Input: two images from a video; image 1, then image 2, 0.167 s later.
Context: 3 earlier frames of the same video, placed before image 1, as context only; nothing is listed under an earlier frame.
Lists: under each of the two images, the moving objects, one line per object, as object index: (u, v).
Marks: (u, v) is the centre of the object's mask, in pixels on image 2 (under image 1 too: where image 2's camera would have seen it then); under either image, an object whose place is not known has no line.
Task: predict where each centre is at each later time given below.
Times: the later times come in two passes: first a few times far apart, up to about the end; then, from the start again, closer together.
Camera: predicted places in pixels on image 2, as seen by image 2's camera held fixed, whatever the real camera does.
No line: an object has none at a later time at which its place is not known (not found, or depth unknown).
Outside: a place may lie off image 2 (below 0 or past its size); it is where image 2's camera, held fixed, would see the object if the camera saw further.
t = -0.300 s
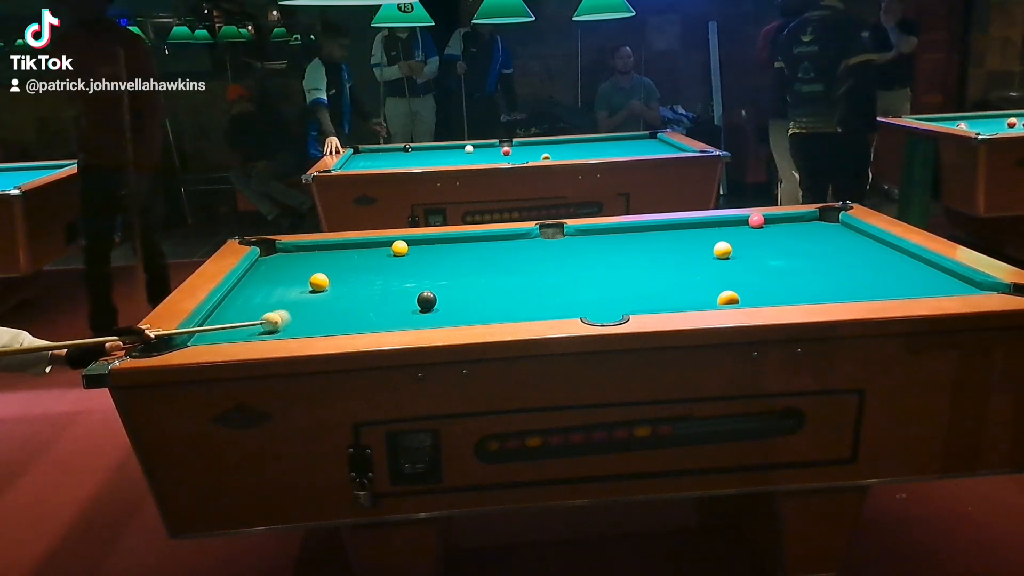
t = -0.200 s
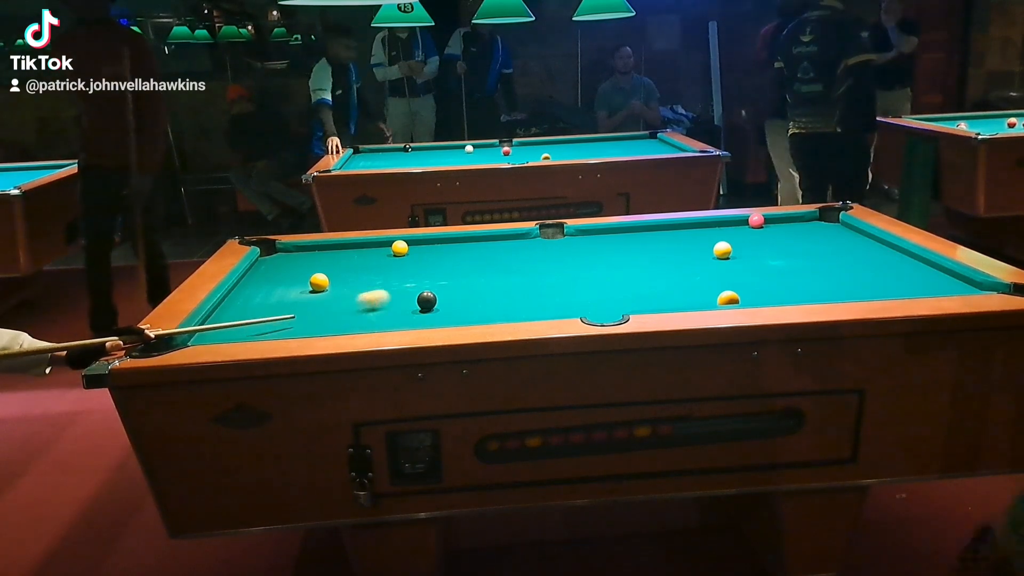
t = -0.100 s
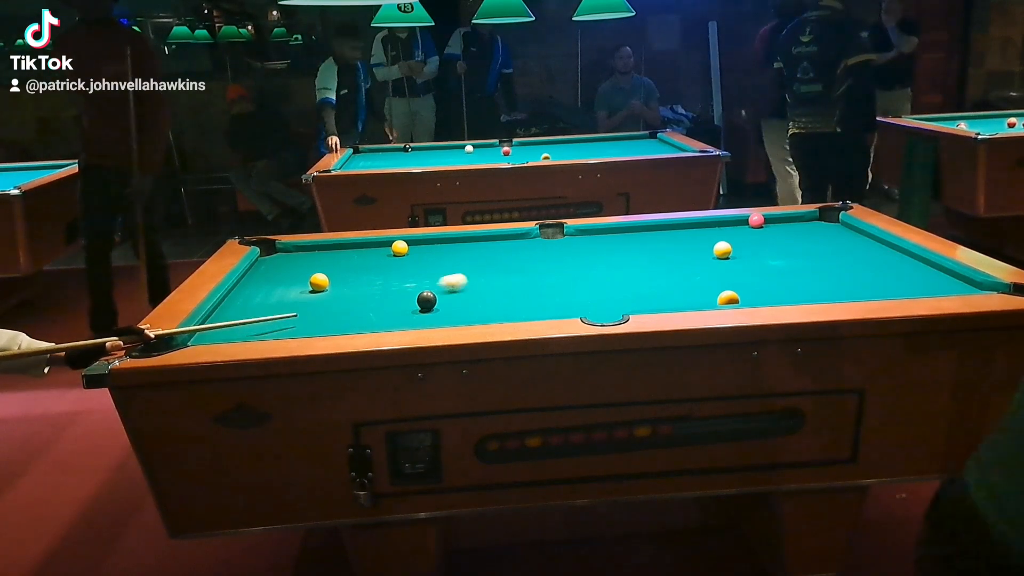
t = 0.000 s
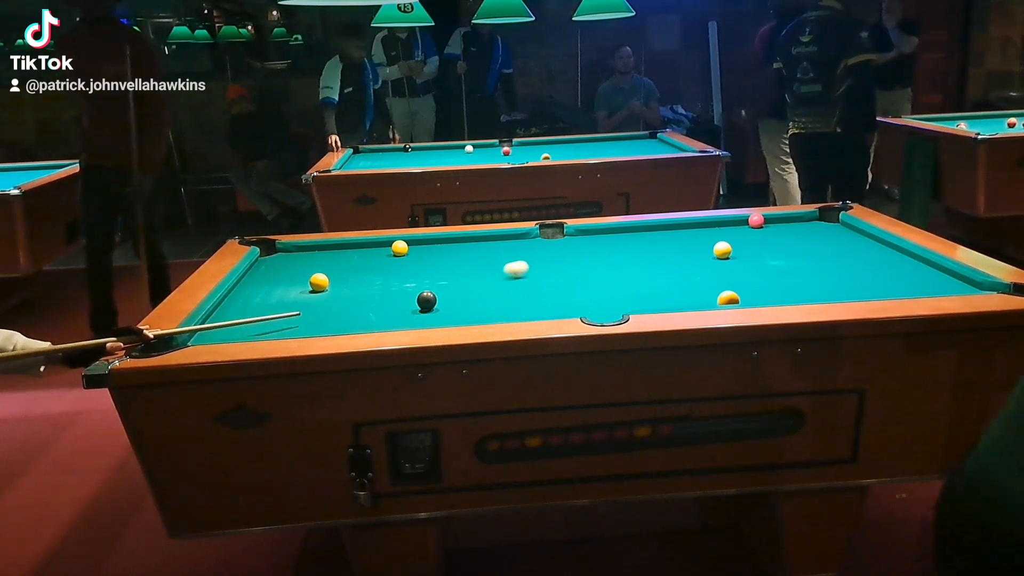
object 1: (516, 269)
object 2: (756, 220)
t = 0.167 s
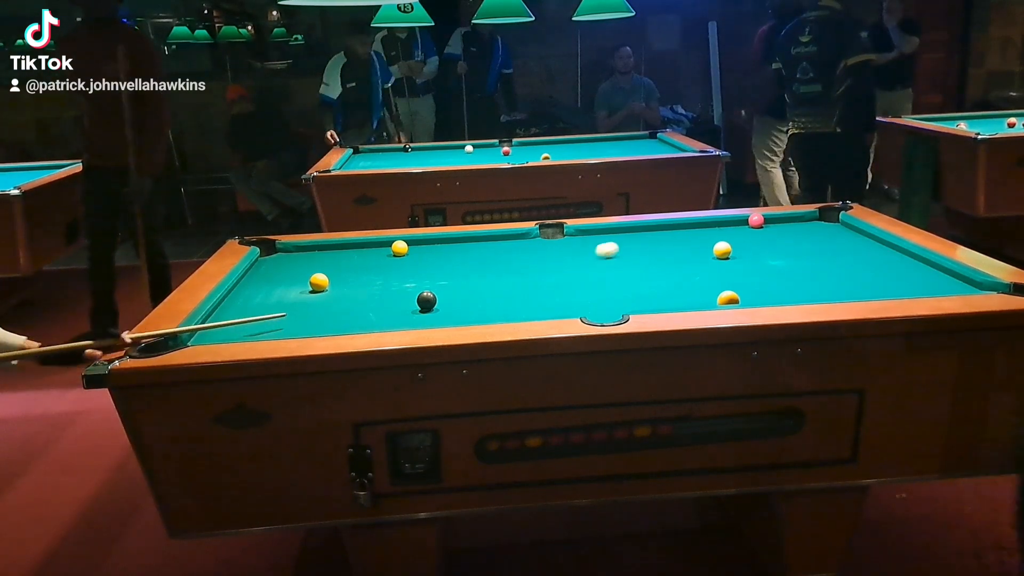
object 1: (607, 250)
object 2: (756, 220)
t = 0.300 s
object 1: (672, 236)
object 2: (756, 220)
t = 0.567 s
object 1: (746, 226)
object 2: (798, 218)
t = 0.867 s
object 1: (787, 236)
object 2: (831, 215)
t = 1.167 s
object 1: (831, 246)
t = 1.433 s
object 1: (873, 256)
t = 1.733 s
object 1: (923, 266)
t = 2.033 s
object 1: (950, 278)
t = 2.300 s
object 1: (958, 285)
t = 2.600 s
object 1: (953, 286)
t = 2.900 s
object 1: (936, 284)
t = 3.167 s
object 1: (925, 281)
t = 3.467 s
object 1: (915, 277)
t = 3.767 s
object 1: (909, 274)
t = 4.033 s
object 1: (905, 273)
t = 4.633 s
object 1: (901, 273)
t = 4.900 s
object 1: (902, 273)
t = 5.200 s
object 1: (902, 273)
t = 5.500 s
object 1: (902, 273)
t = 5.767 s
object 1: (902, 273)
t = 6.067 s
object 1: (901, 273)
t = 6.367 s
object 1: (901, 273)
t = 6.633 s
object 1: (901, 273)
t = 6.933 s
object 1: (901, 272)
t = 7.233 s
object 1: (901, 272)
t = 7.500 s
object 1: (901, 272)
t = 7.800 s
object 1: (901, 272)
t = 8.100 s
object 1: (901, 272)
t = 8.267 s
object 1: (901, 272)
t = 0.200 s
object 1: (624, 246)
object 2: (756, 220)
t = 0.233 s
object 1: (640, 243)
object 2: (756, 220)
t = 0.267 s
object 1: (656, 240)
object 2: (756, 220)
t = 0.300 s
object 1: (672, 236)
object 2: (756, 220)
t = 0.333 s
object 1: (687, 233)
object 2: (756, 220)
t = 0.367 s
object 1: (702, 230)
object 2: (756, 220)
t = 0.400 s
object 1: (716, 227)
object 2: (756, 220)
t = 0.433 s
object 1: (730, 224)
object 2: (756, 220)
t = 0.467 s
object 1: (740, 222)
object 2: (759, 220)
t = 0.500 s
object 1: (741, 223)
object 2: (773, 219)
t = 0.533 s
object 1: (743, 224)
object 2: (786, 218)
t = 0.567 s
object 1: (746, 226)
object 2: (798, 218)
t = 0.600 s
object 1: (749, 227)
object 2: (808, 217)
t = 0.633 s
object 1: (754, 228)
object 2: (818, 216)
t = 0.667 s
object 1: (758, 229)
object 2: (829, 216)
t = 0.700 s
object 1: (763, 230)
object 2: (829, 214)
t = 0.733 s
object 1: (768, 232)
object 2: (826, 214)
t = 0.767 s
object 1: (772, 233)
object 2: (825, 214)
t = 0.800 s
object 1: (777, 234)
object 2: (828, 215)
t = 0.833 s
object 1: (782, 235)
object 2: (831, 215)
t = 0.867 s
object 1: (787, 236)
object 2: (831, 215)
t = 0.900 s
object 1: (792, 237)
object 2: (831, 216)
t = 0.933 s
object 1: (796, 238)
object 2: (830, 217)
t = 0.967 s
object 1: (801, 239)
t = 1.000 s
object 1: (806, 240)
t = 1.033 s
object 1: (811, 242)
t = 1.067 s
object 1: (817, 243)
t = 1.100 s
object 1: (821, 244)
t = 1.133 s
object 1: (826, 245)
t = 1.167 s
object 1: (831, 246)
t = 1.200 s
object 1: (837, 247)
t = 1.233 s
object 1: (842, 249)
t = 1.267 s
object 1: (847, 250)
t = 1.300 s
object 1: (852, 251)
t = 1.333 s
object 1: (858, 252)
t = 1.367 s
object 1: (863, 253)
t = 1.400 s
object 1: (868, 254)
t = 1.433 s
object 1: (873, 256)
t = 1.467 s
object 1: (879, 257)
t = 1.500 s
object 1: (884, 258)
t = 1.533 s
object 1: (890, 259)
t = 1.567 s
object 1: (895, 260)
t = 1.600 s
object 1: (901, 262)
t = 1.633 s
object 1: (906, 263)
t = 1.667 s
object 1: (912, 264)
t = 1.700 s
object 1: (917, 265)
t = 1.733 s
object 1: (923, 266)
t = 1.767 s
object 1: (928, 268)
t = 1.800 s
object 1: (934, 269)
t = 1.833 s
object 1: (940, 271)
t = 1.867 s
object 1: (946, 272)
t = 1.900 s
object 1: (947, 273)
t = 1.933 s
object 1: (948, 274)
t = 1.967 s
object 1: (948, 275)
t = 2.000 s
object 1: (949, 277)
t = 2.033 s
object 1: (950, 278)
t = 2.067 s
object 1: (951, 279)
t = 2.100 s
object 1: (952, 281)
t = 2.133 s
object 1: (953, 282)
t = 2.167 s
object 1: (954, 282)
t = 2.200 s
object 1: (955, 283)
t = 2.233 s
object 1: (956, 284)
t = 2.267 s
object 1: (957, 284)
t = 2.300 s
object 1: (958, 285)
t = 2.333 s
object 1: (959, 285)
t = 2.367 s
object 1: (960, 286)
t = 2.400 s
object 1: (961, 287)
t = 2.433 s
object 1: (962, 287)
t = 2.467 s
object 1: (961, 287)
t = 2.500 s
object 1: (959, 287)
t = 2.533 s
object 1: (956, 287)
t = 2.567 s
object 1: (955, 286)
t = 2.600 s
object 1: (953, 286)
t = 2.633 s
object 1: (950, 286)
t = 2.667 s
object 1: (949, 286)
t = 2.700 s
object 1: (947, 285)
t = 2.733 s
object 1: (945, 285)
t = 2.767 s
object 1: (943, 285)
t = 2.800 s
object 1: (941, 284)
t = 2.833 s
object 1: (940, 284)
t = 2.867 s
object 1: (938, 284)
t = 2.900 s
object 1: (936, 284)
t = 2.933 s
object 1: (935, 283)
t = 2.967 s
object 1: (933, 283)
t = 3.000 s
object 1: (932, 283)
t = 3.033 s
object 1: (930, 282)
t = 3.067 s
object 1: (929, 282)
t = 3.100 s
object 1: (928, 282)
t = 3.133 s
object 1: (926, 281)
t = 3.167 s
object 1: (925, 281)
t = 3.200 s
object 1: (924, 280)
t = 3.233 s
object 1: (922, 280)
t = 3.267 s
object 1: (921, 279)
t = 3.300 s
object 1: (920, 279)
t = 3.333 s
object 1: (919, 278)
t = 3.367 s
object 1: (918, 278)
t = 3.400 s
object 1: (917, 278)
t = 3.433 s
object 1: (916, 278)
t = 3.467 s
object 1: (915, 277)
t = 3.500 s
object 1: (915, 277)
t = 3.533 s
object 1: (914, 277)
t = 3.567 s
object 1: (913, 276)
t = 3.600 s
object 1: (912, 276)
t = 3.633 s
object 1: (912, 276)
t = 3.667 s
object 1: (911, 275)
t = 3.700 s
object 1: (910, 275)
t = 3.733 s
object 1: (910, 275)
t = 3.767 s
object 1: (909, 274)
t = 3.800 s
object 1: (908, 274)
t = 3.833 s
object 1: (908, 274)
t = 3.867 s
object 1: (907, 274)
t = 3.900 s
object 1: (906, 274)
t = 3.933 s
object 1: (906, 274)
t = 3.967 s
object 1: (905, 273)
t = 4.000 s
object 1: (905, 273)
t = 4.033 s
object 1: (905, 273)
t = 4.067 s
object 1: (904, 273)
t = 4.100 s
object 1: (904, 273)
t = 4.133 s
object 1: (903, 273)
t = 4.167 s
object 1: (903, 273)
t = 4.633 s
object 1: (901, 273)
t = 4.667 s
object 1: (902, 273)
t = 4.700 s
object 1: (902, 273)
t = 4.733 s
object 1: (902, 273)
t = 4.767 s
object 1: (902, 273)
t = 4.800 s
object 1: (902, 273)
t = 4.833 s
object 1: (902, 273)
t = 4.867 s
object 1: (902, 273)
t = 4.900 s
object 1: (902, 273)
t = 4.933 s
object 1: (902, 273)
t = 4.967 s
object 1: (902, 273)
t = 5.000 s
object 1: (902, 273)
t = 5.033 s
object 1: (902, 273)
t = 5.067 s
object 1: (902, 273)
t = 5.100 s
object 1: (902, 273)
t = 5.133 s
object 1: (902, 273)
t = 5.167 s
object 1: (902, 273)
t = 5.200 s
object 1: (902, 273)
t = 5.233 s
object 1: (902, 273)
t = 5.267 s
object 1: (902, 273)
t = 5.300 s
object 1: (901, 273)
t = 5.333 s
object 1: (901, 273)
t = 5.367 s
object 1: (901, 273)
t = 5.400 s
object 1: (902, 273)
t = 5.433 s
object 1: (902, 273)
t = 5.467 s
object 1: (902, 273)
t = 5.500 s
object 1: (902, 273)
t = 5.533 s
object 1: (902, 273)
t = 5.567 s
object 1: (902, 273)
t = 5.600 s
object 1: (902, 273)
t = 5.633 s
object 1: (902, 273)
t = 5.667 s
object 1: (902, 273)
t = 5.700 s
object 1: (902, 273)
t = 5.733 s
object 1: (902, 273)
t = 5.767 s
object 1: (902, 273)
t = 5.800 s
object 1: (902, 273)
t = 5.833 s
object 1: (902, 273)
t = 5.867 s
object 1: (902, 273)
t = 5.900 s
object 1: (902, 273)
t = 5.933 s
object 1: (902, 273)
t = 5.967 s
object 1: (902, 273)
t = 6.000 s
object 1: (901, 273)
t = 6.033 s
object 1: (901, 273)
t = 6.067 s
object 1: (901, 273)
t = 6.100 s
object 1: (901, 273)
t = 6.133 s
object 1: (901, 273)
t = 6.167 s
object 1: (901, 273)
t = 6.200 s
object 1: (901, 273)
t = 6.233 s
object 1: (901, 273)
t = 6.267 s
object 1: (901, 273)
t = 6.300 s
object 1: (901, 273)
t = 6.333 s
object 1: (901, 273)
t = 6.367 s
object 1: (901, 273)
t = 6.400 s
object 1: (901, 273)
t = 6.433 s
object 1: (901, 273)
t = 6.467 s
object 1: (901, 273)
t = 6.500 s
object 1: (901, 273)
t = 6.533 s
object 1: (901, 273)
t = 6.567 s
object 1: (901, 273)
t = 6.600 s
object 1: (901, 273)
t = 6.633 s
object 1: (901, 273)
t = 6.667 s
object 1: (901, 273)
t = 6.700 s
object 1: (901, 273)
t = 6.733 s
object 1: (901, 273)
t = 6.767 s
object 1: (901, 273)
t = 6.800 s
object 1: (901, 273)
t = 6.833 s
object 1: (901, 273)
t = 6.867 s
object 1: (901, 273)
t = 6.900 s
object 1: (901, 273)
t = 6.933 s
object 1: (901, 272)
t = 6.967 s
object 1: (901, 272)
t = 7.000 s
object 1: (901, 272)
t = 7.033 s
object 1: (901, 272)
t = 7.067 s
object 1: (901, 272)
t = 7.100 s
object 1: (901, 272)
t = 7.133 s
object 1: (901, 272)
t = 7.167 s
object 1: (901, 272)
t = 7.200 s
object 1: (901, 272)
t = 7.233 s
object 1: (901, 272)
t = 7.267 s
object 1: (901, 272)
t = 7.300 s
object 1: (901, 272)
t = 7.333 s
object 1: (901, 272)
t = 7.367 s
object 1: (901, 272)
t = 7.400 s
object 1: (901, 272)
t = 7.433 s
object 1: (901, 272)
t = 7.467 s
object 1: (901, 272)
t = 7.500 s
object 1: (901, 272)
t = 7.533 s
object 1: (901, 272)
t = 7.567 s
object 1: (901, 272)
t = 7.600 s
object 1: (901, 272)
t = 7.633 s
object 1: (901, 272)
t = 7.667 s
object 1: (901, 272)
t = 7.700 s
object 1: (901, 272)
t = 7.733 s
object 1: (901, 272)
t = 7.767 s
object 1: (901, 272)
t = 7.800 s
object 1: (901, 272)
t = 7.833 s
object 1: (901, 272)
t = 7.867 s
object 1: (901, 272)
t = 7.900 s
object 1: (901, 272)
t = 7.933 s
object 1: (901, 272)
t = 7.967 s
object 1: (901, 272)
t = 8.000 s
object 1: (901, 272)
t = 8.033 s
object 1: (901, 272)
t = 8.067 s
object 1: (901, 272)
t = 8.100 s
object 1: (901, 272)
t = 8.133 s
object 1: (901, 272)
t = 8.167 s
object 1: (901, 272)
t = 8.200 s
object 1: (901, 272)
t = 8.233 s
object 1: (901, 272)
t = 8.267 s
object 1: (901, 272)
